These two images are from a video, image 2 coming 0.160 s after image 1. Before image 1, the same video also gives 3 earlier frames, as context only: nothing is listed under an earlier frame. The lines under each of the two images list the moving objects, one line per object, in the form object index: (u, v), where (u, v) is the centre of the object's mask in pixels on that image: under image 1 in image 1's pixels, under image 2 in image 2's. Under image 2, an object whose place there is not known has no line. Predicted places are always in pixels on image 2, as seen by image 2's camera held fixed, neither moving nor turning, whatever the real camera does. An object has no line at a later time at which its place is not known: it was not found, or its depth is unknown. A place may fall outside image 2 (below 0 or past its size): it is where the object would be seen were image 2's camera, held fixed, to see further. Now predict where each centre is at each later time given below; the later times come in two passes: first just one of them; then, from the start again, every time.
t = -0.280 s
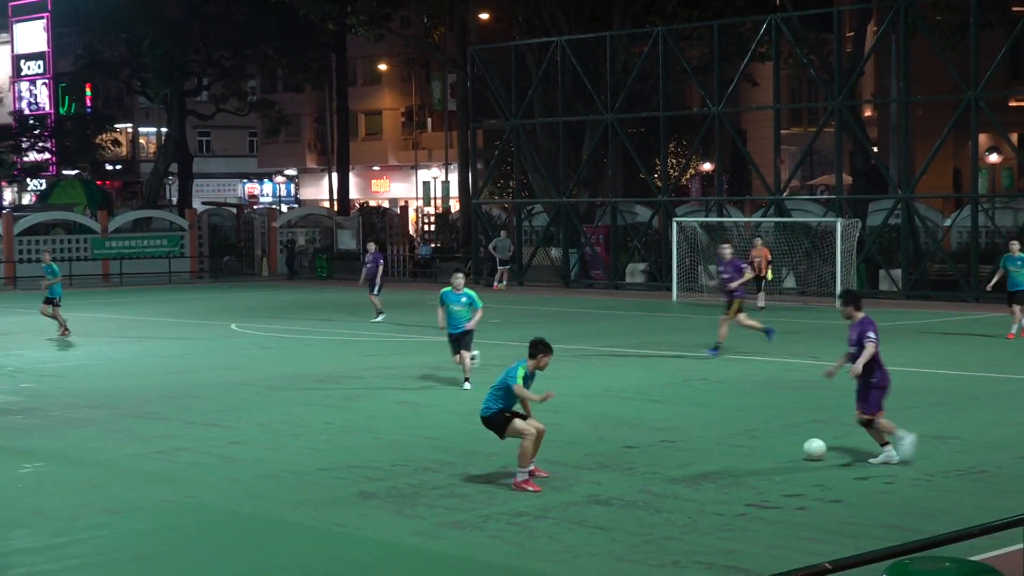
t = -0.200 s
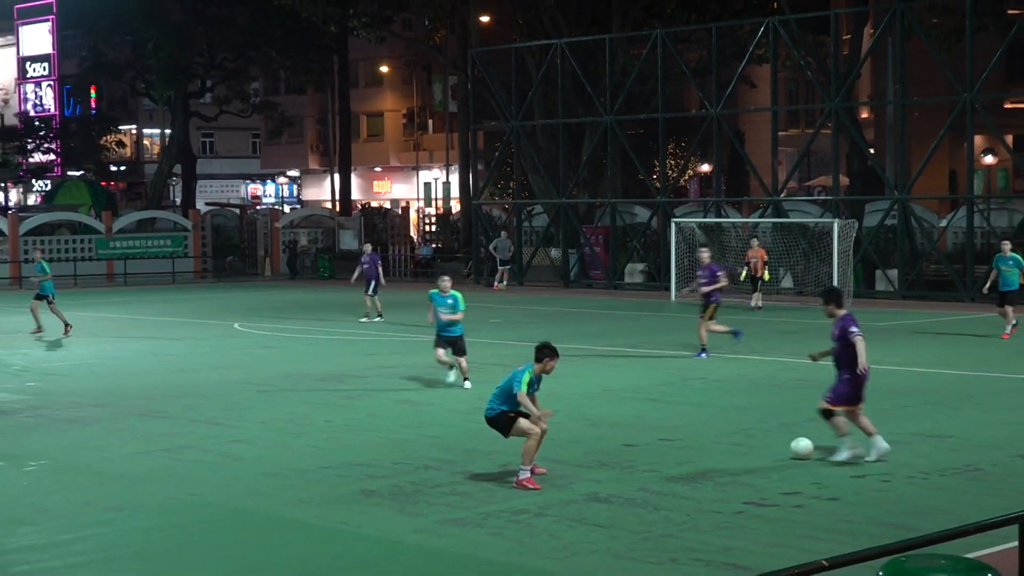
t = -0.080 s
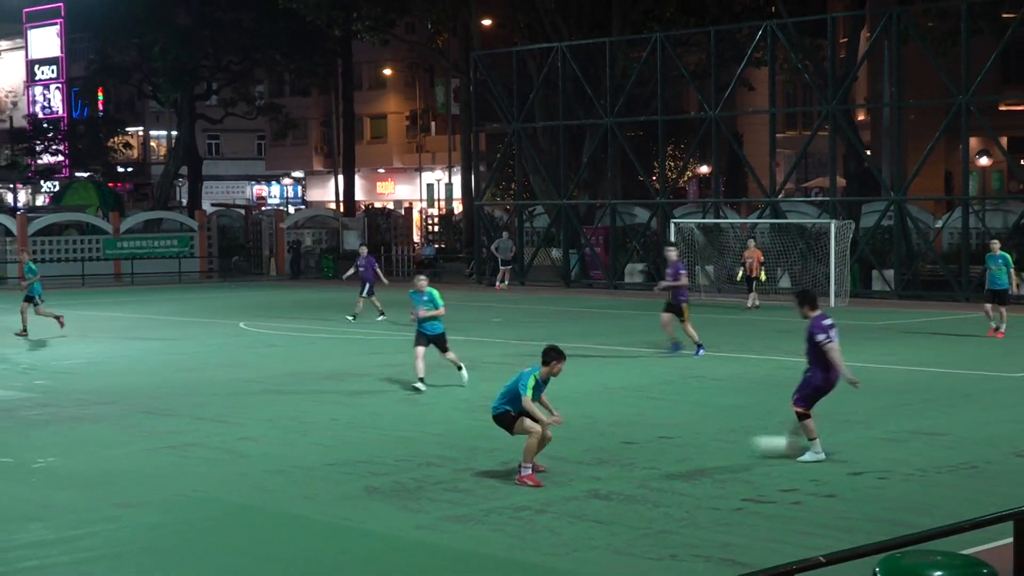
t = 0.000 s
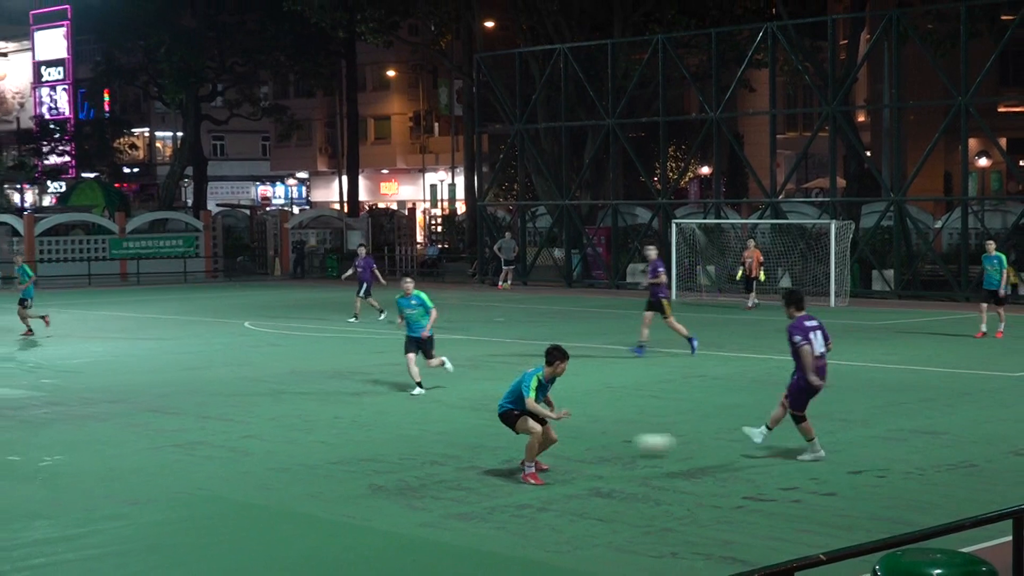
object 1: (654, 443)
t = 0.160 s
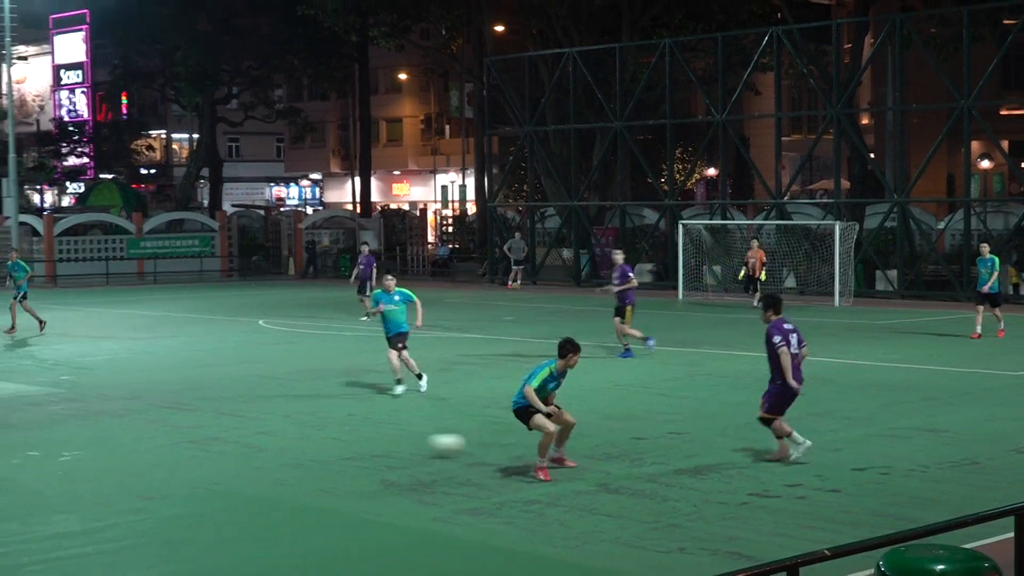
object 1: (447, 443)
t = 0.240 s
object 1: (347, 449)
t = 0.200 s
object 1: (397, 446)
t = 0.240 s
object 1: (347, 449)
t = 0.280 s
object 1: (302, 449)
